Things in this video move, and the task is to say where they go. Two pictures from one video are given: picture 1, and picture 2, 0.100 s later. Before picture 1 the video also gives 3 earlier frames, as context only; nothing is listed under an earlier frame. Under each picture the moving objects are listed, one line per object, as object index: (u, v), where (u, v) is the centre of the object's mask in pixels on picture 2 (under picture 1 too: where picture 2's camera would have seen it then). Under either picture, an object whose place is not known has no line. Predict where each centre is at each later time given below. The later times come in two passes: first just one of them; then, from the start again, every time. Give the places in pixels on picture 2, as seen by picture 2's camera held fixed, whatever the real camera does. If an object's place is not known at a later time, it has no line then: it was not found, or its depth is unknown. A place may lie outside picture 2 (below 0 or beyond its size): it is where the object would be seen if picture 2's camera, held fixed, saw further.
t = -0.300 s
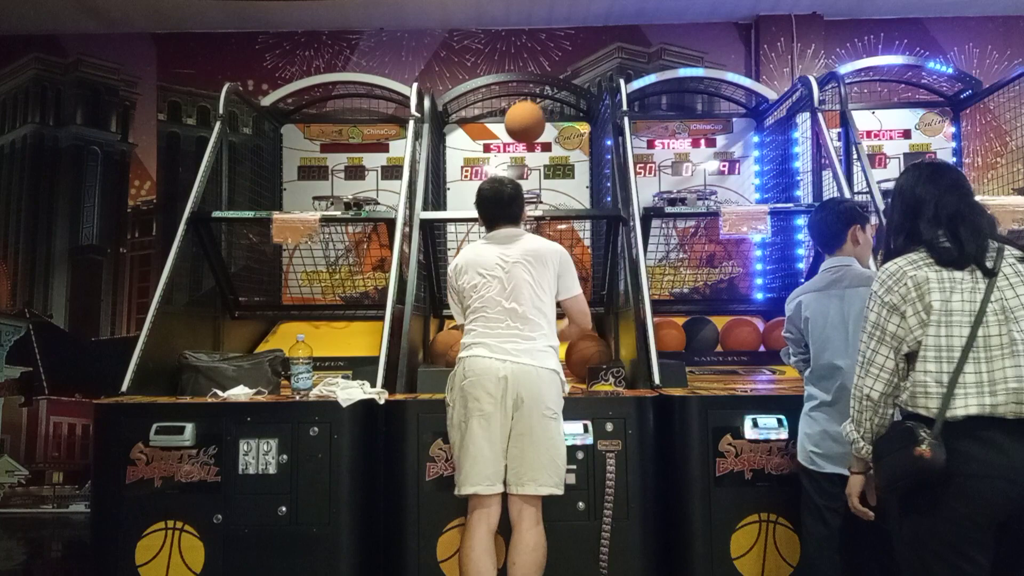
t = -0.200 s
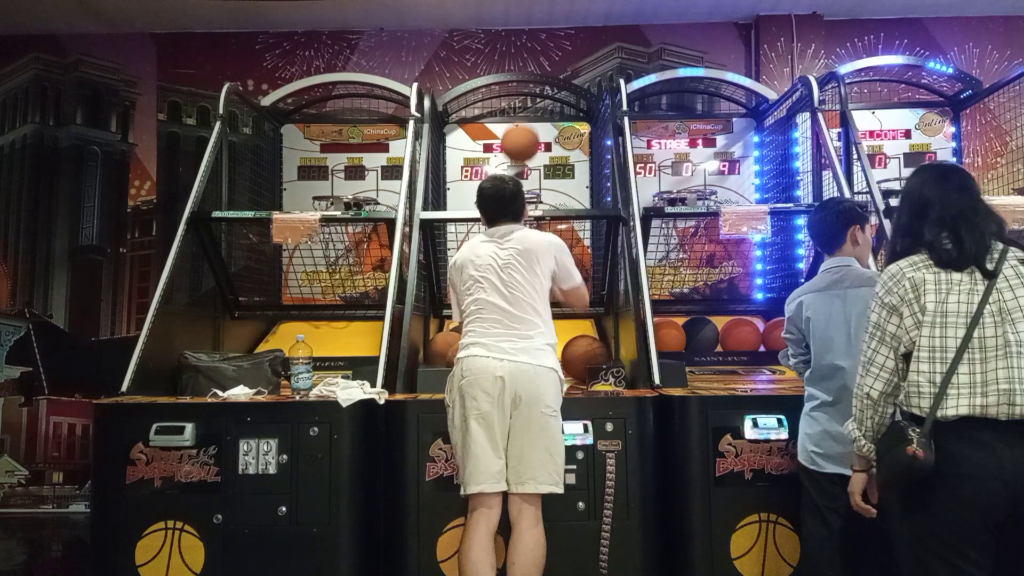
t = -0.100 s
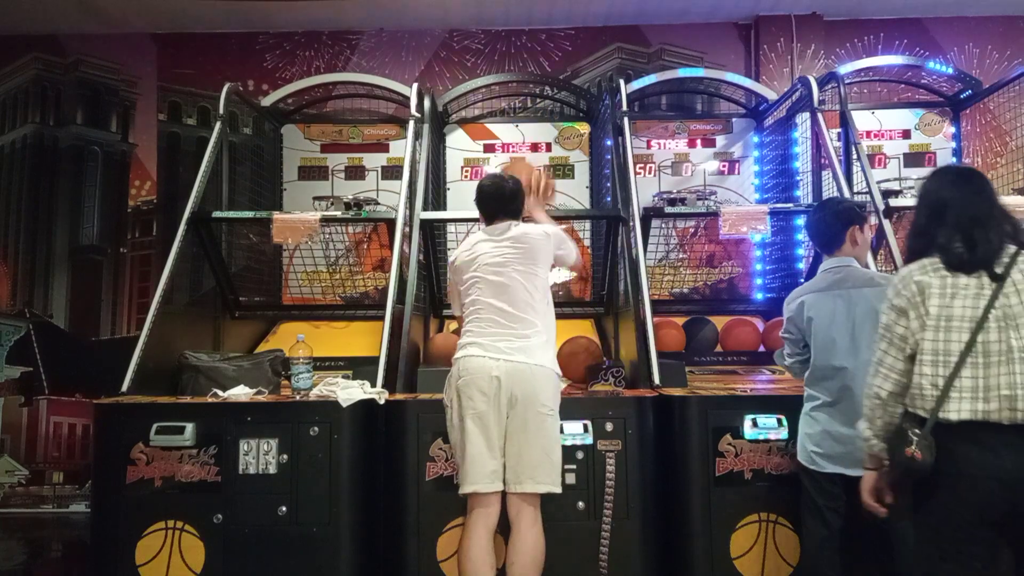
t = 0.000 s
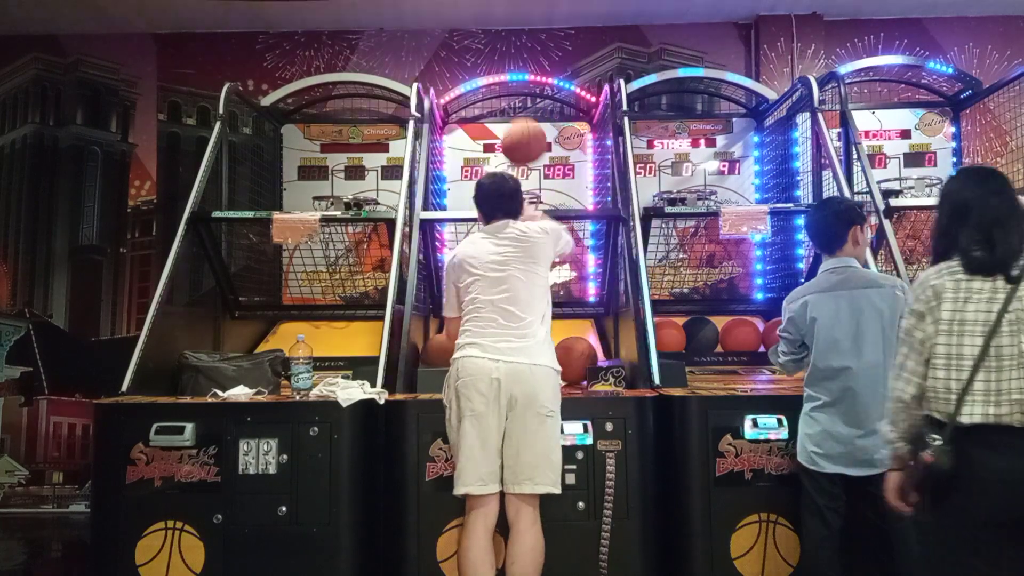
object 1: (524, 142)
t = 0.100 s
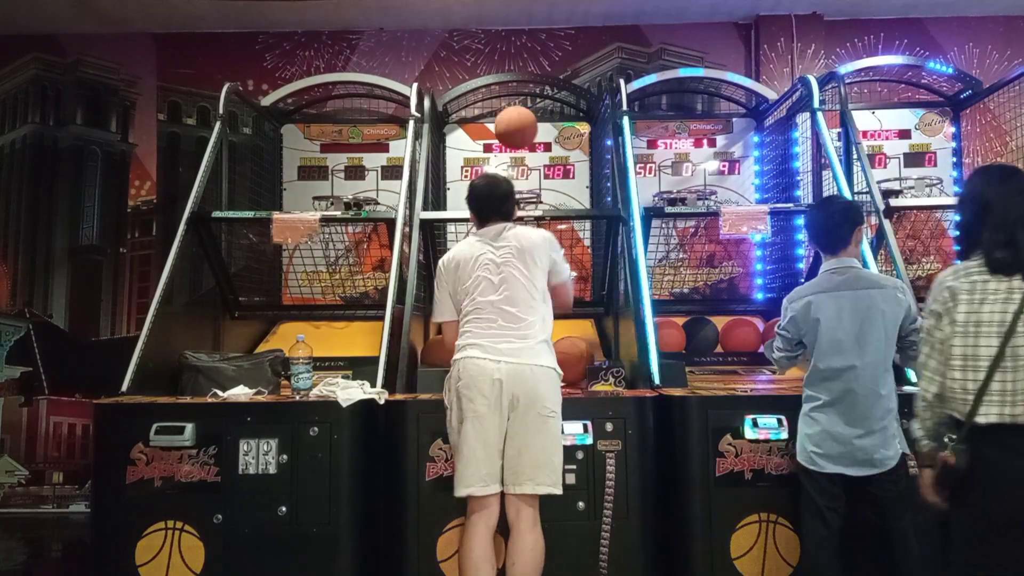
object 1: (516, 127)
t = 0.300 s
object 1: (502, 153)
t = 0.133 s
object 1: (513, 127)
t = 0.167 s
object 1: (511, 128)
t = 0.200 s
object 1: (509, 131)
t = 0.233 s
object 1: (507, 135)
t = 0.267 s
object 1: (505, 143)
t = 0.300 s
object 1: (502, 153)
